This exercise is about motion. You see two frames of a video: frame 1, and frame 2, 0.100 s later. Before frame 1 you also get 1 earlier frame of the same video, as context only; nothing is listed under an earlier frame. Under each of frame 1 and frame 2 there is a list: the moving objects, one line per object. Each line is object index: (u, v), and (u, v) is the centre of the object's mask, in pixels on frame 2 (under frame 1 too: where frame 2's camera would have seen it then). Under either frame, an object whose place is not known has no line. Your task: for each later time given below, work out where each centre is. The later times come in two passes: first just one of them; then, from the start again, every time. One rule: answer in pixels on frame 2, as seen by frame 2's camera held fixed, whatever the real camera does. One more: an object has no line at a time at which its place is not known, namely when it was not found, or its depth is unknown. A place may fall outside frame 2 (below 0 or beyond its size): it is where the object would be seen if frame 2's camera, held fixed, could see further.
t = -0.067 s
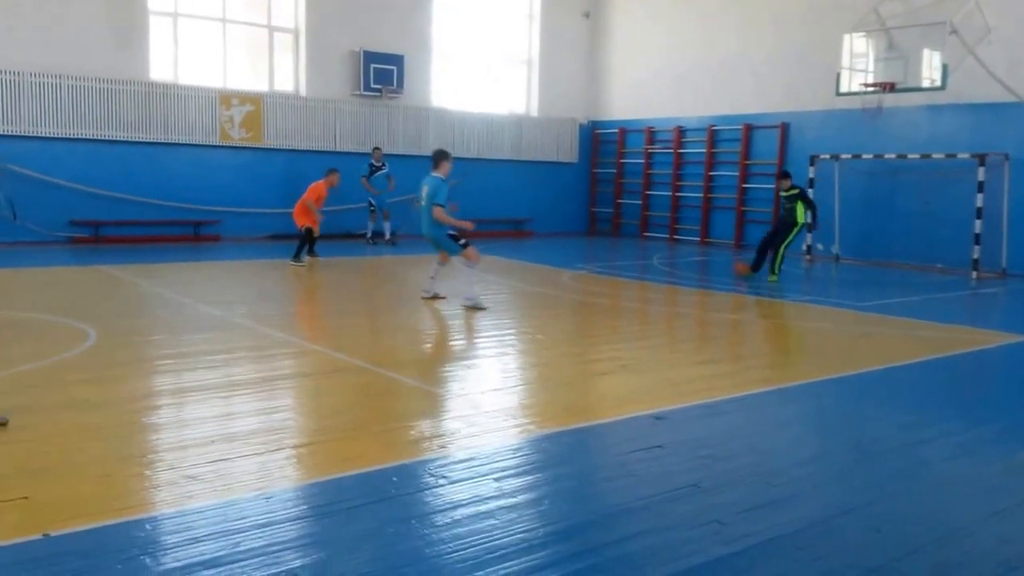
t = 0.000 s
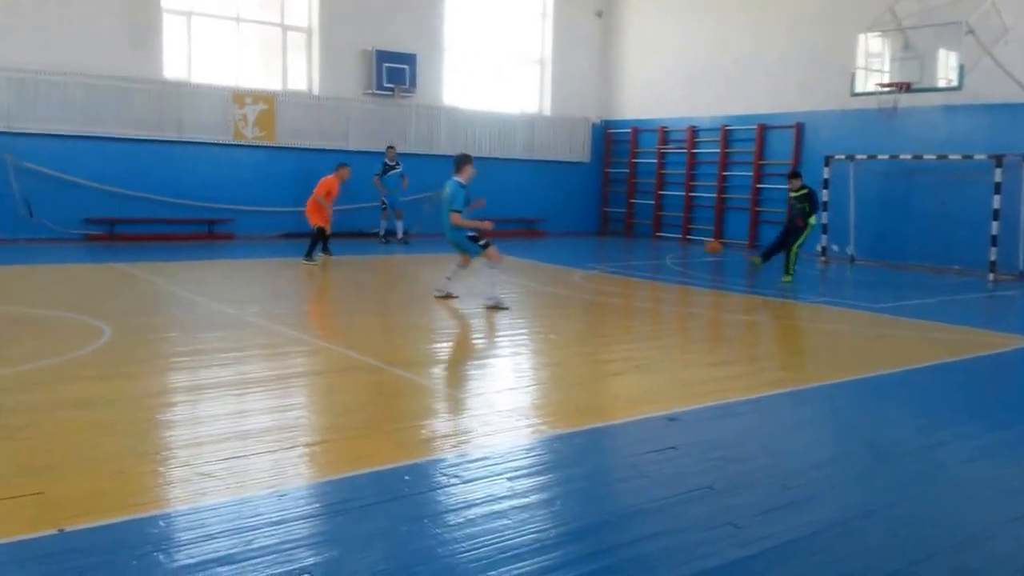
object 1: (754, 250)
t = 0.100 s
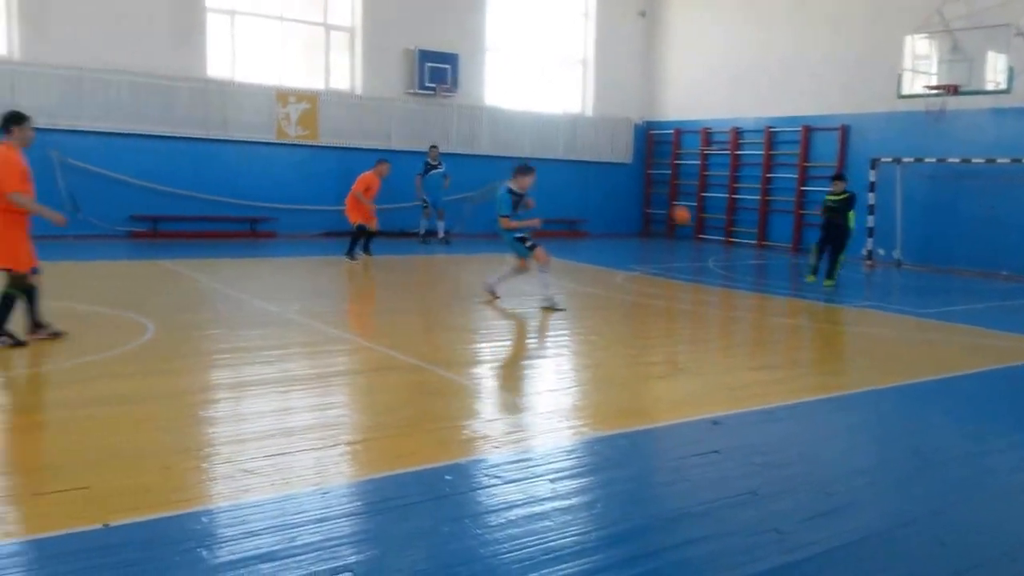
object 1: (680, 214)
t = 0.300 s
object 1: (495, 142)
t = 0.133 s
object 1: (655, 202)
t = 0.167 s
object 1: (627, 191)
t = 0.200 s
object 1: (598, 178)
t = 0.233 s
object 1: (566, 166)
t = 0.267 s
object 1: (533, 153)
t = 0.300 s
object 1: (495, 142)
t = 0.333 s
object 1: (453, 129)
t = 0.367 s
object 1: (409, 115)
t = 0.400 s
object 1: (362, 103)
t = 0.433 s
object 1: (311, 90)
